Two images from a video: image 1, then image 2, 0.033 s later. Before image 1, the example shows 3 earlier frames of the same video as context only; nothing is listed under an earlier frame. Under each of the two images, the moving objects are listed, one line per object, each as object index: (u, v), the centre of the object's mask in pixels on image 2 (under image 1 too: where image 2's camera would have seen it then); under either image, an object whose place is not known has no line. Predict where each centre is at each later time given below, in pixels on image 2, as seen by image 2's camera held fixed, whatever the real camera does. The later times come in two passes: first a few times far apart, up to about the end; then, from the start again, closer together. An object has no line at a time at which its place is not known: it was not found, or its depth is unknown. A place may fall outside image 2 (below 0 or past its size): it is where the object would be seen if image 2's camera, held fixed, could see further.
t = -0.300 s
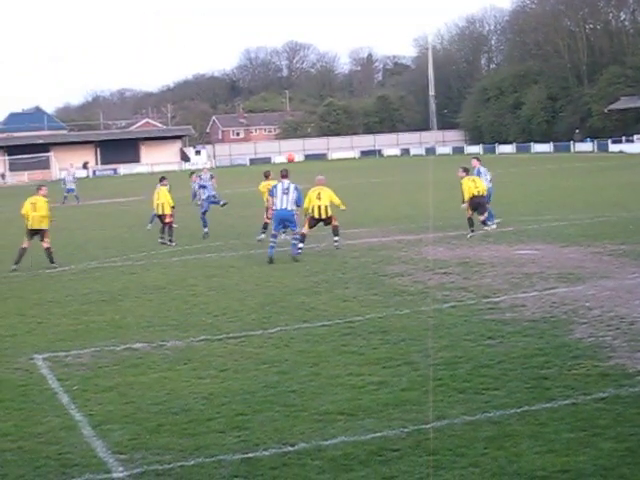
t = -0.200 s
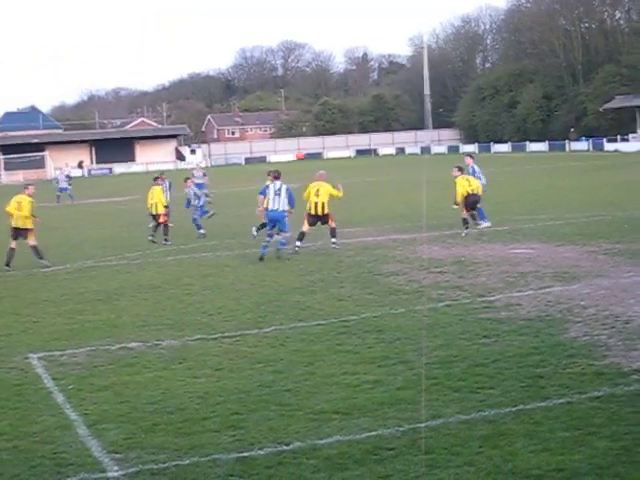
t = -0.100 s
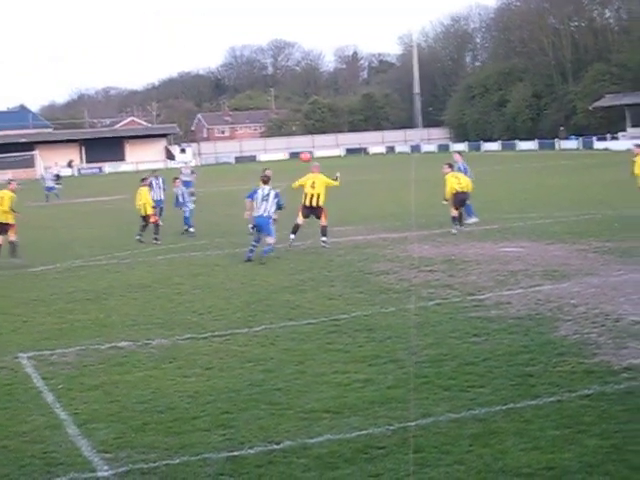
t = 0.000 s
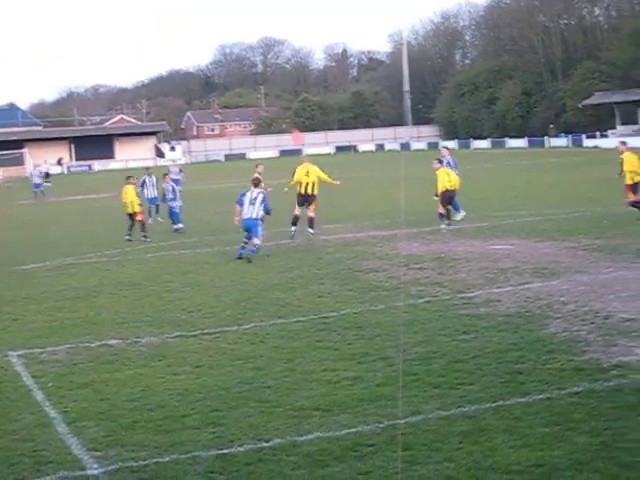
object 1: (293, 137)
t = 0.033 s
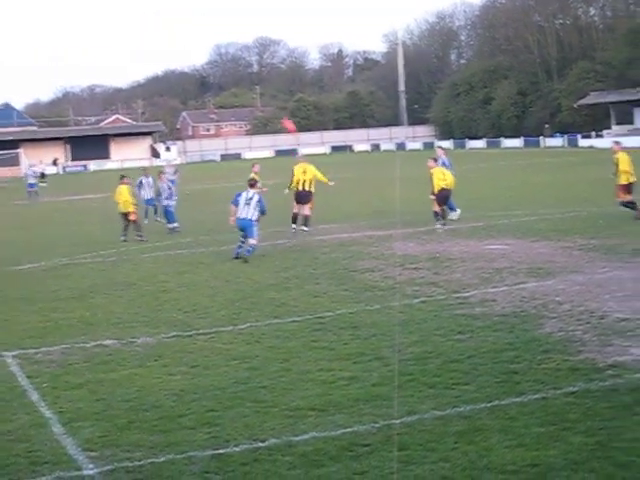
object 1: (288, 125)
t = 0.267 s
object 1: (268, 63)
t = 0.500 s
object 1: (254, 27)
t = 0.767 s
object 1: (244, 12)
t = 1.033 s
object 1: (241, 24)
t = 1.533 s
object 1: (246, 99)
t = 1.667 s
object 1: (250, 129)
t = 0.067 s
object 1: (285, 115)
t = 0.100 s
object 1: (282, 104)
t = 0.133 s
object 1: (279, 95)
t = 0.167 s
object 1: (277, 87)
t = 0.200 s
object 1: (274, 78)
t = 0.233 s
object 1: (271, 70)
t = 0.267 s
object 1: (268, 63)
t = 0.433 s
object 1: (258, 36)
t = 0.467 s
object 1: (256, 31)
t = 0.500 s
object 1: (254, 27)
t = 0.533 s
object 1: (253, 24)
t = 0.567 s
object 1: (251, 21)
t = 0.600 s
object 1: (250, 19)
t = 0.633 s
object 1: (249, 16)
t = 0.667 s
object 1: (247, 15)
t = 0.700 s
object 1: (246, 13)
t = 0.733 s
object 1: (245, 13)
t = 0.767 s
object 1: (244, 12)
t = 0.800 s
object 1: (244, 12)
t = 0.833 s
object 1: (243, 13)
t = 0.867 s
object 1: (242, 14)
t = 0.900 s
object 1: (242, 15)
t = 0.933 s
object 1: (241, 17)
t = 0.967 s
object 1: (241, 19)
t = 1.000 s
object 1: (241, 21)
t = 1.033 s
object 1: (241, 24)
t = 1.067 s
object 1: (240, 27)
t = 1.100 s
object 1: (240, 30)
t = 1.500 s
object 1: (245, 93)
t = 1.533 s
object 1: (246, 99)
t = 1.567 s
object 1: (247, 107)
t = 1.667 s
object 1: (250, 129)
